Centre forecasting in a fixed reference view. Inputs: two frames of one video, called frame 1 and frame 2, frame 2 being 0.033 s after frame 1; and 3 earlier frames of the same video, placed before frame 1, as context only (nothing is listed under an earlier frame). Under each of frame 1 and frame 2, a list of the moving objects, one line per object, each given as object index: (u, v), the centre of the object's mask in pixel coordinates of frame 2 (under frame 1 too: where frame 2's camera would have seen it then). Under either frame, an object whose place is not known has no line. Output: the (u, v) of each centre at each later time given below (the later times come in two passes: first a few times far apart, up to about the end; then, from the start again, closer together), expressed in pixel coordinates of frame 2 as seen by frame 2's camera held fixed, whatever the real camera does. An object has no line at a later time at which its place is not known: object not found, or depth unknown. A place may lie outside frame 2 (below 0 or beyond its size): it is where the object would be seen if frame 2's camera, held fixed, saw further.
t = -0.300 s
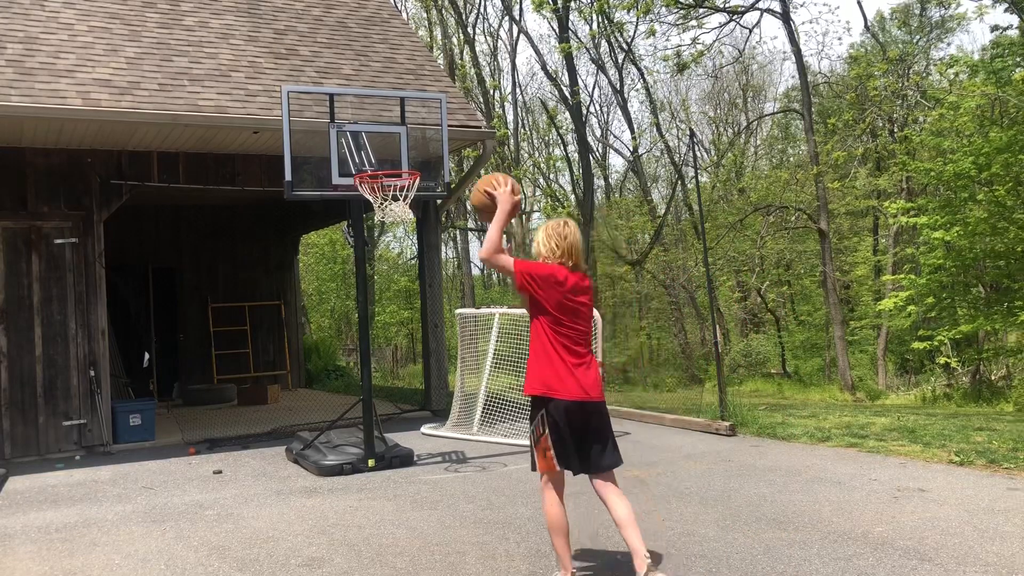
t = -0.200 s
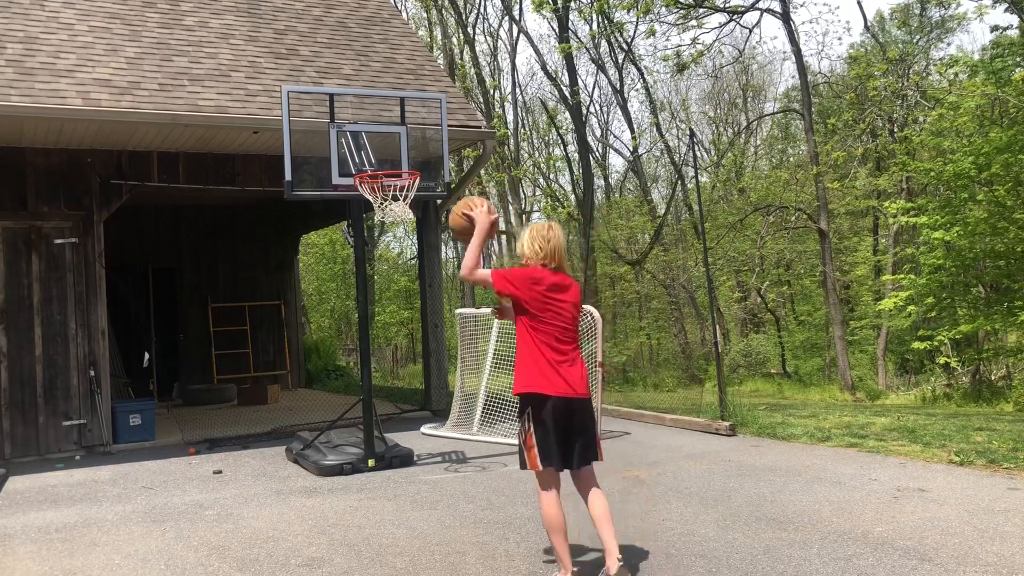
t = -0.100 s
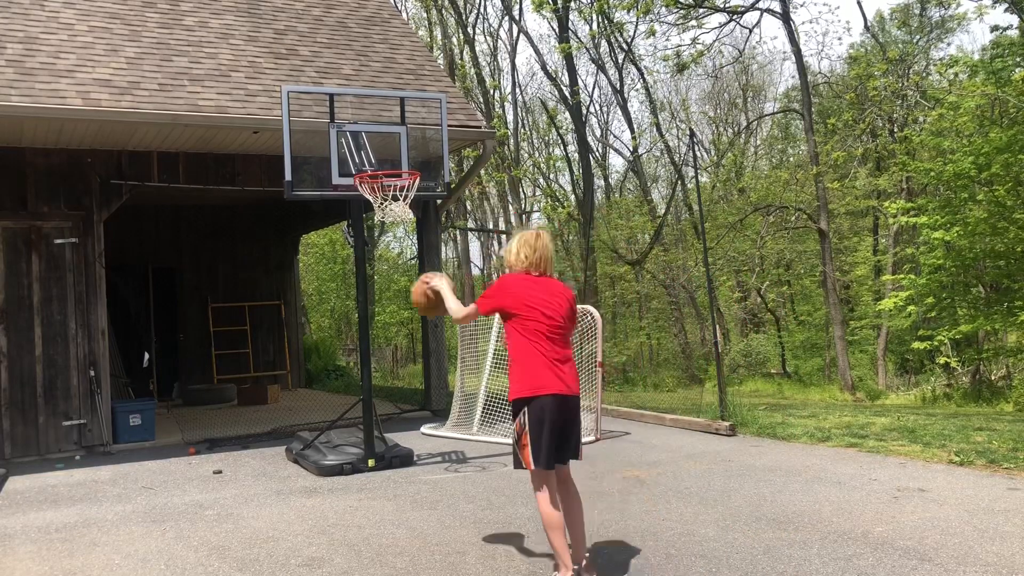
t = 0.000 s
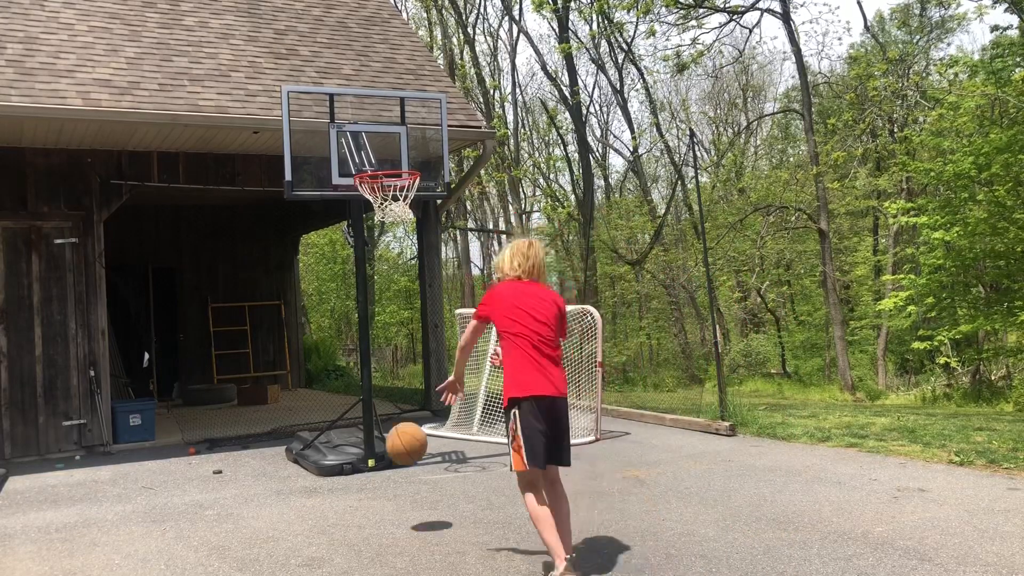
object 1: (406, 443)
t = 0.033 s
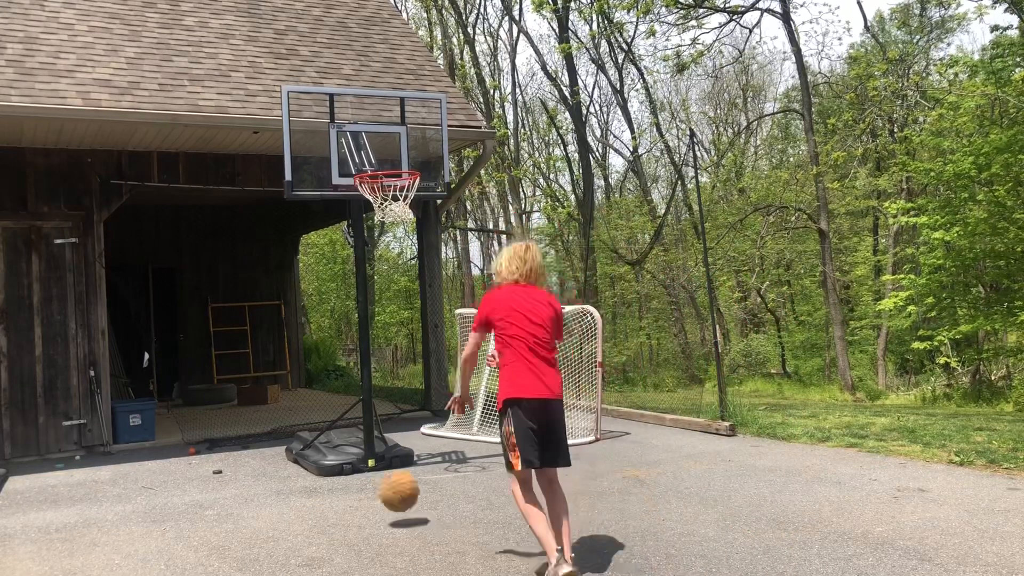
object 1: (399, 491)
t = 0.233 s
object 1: (361, 310)
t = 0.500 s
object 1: (320, 155)
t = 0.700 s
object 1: (321, 92)
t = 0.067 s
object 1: (392, 484)
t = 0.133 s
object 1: (379, 407)
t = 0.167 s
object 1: (373, 372)
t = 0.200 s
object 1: (368, 340)
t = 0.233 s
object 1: (361, 310)
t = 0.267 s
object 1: (356, 284)
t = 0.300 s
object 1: (350, 259)
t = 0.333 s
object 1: (345, 236)
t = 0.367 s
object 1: (339, 216)
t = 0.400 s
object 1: (334, 198)
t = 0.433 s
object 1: (329, 182)
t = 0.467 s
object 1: (325, 167)
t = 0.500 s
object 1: (320, 155)
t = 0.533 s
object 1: (316, 143)
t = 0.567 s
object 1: (317, 131)
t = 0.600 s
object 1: (318, 119)
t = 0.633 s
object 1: (318, 108)
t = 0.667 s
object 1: (319, 100)
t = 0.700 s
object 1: (321, 92)
